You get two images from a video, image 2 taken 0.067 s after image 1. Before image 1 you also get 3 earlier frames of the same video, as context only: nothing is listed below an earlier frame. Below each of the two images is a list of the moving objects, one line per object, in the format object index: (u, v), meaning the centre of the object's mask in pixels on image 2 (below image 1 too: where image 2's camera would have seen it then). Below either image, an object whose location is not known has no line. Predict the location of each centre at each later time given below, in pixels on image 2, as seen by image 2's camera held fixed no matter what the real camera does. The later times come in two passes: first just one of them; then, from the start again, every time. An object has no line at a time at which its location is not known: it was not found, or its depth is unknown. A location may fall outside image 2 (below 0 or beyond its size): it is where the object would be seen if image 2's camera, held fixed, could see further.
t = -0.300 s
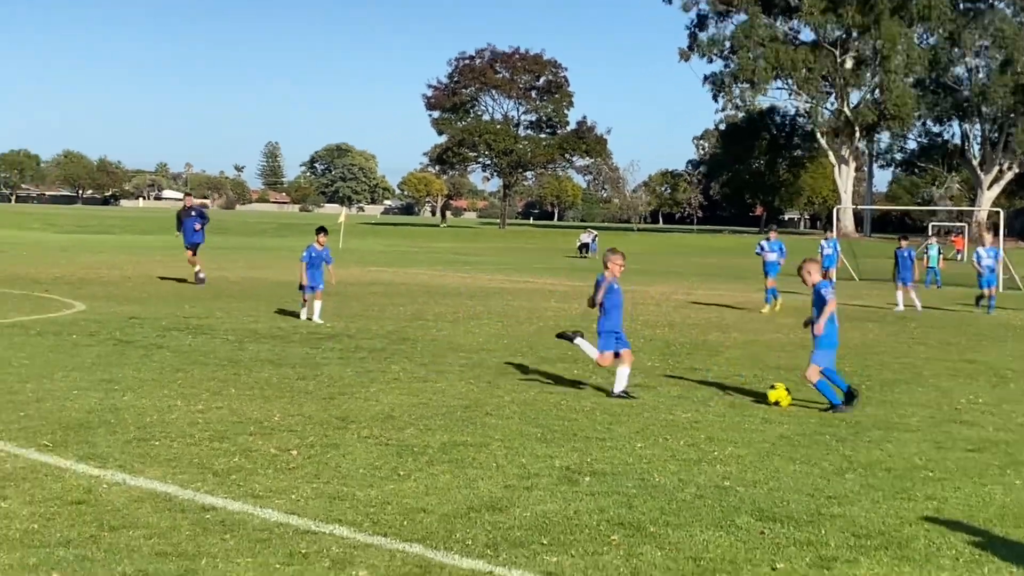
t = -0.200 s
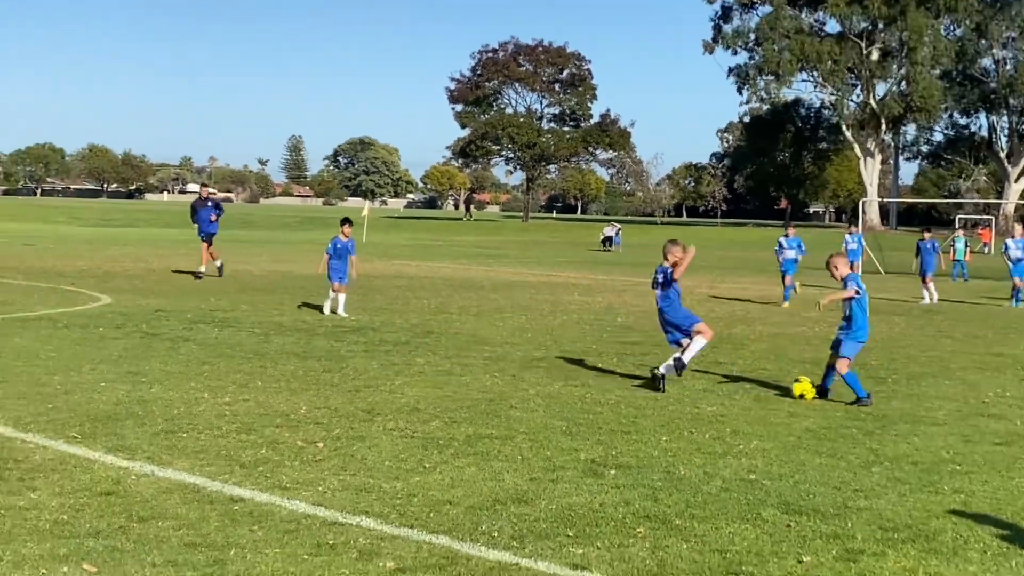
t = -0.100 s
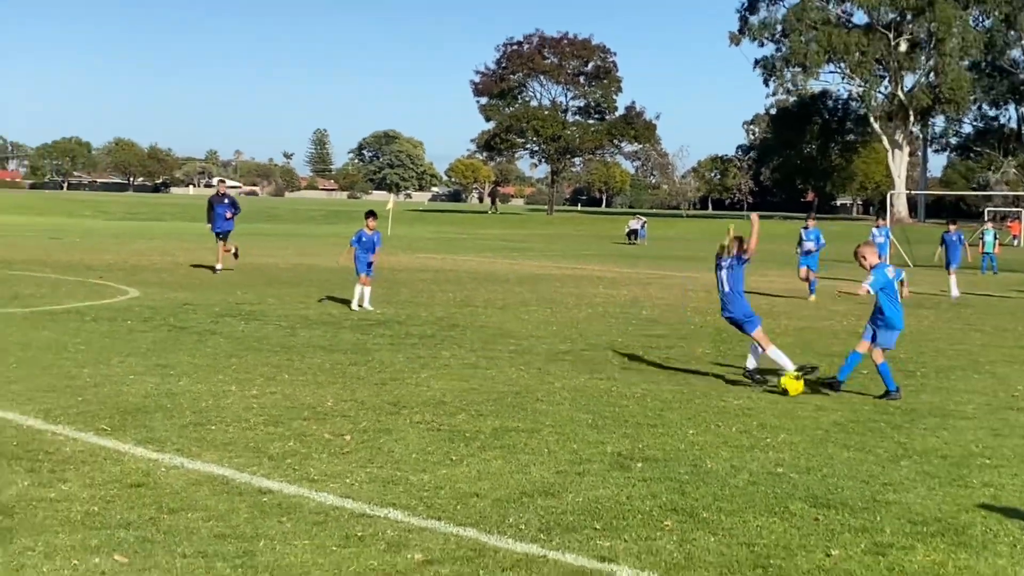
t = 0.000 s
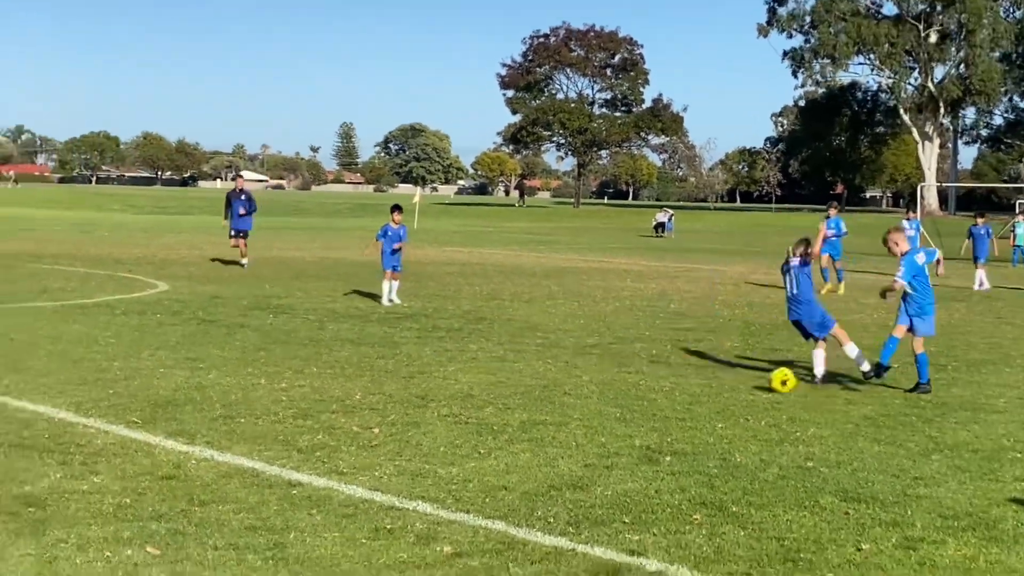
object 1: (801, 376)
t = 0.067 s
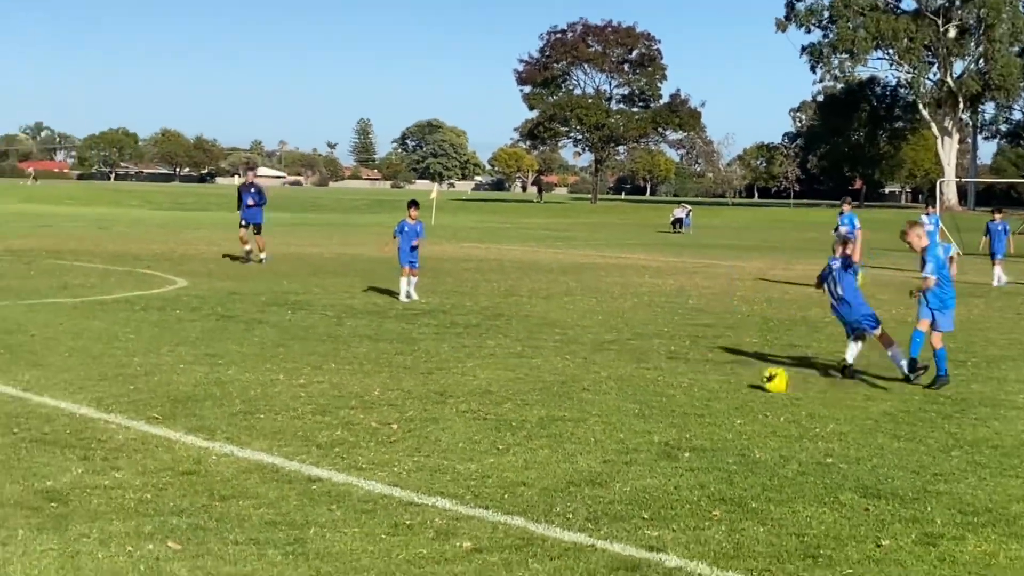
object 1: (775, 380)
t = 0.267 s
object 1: (710, 380)
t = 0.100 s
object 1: (763, 380)
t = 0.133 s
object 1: (752, 380)
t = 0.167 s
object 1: (740, 381)
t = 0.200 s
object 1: (729, 383)
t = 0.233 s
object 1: (720, 382)
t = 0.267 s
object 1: (710, 380)
